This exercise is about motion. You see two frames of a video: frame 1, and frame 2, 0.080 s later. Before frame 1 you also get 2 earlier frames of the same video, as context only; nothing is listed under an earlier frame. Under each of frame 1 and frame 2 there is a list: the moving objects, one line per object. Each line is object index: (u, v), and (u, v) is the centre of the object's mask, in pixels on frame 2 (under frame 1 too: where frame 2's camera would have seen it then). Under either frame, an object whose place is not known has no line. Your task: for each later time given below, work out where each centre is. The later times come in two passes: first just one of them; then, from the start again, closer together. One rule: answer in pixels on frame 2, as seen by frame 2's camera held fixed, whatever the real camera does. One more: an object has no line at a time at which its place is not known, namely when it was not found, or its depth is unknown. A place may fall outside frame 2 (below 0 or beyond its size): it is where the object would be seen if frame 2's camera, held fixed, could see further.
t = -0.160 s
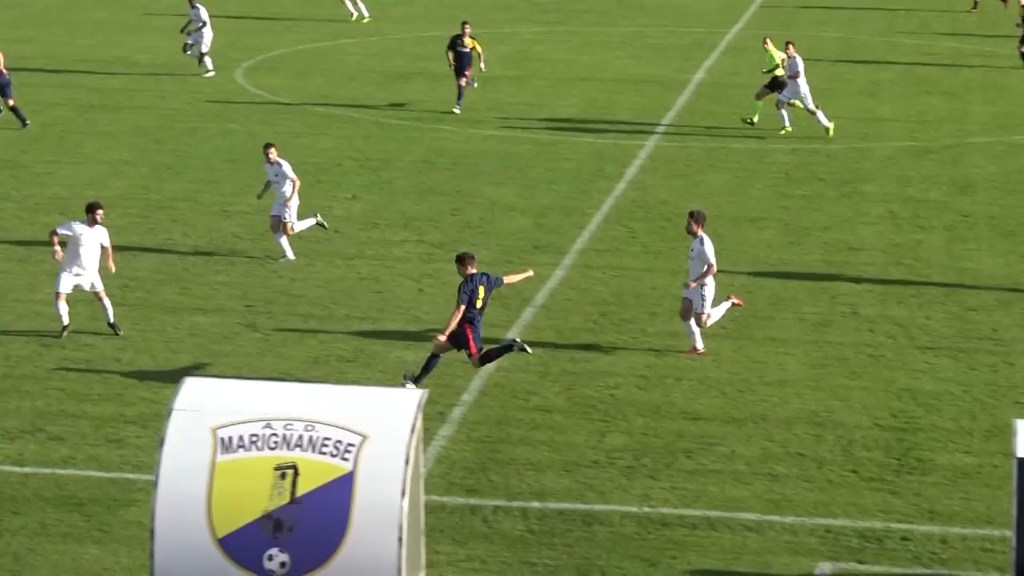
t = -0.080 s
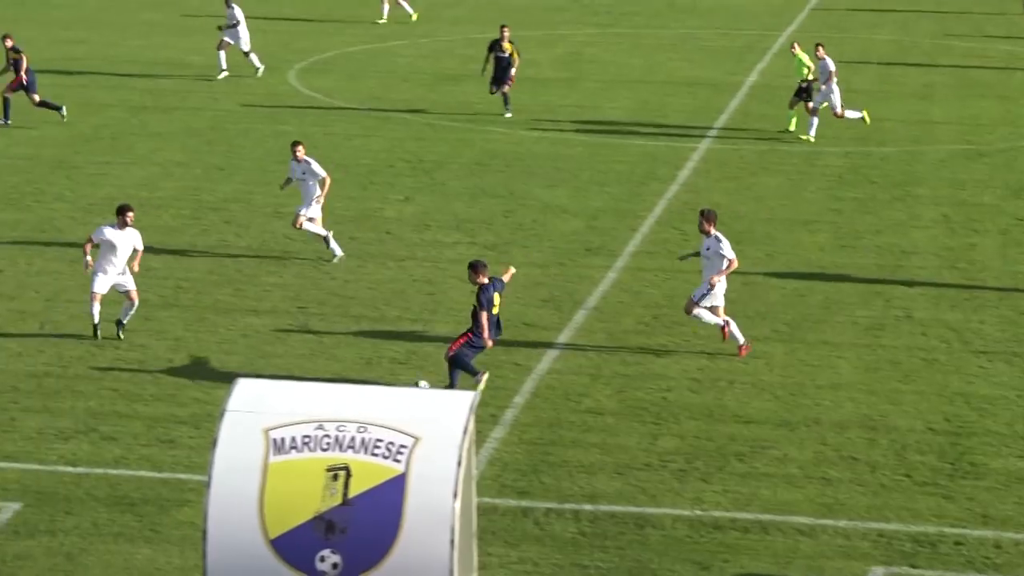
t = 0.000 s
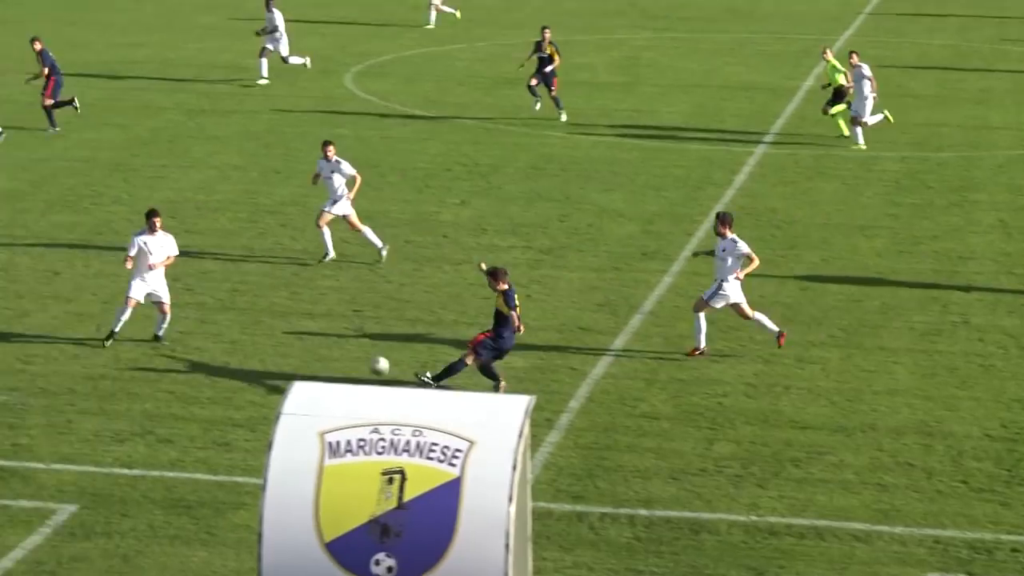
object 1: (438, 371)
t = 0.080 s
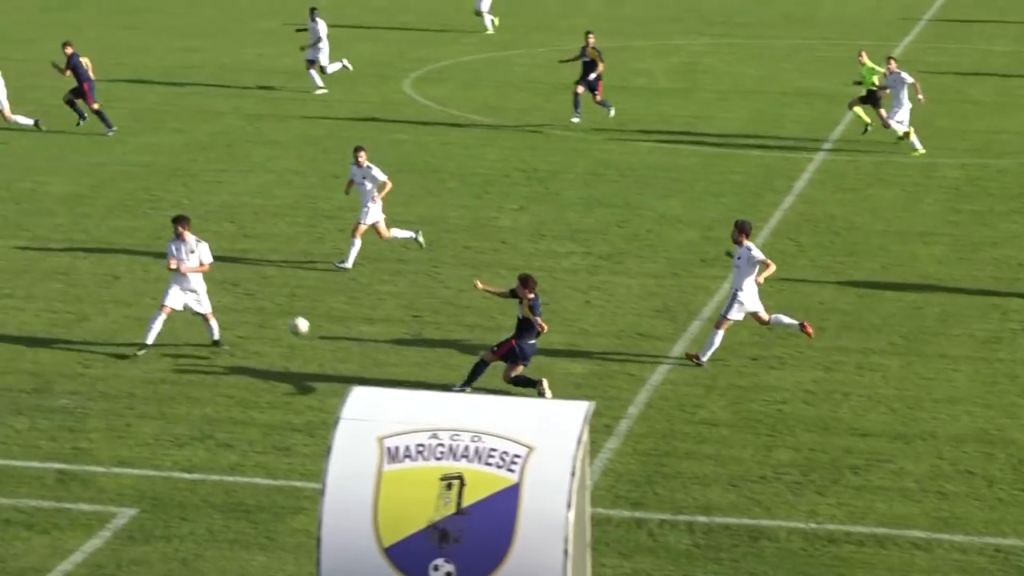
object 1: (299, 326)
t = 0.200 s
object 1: (117, 273)
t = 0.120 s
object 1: (235, 306)
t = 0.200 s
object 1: (117, 273)
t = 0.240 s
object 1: (60, 259)
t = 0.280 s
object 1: (6, 246)
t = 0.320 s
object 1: (-45, 234)
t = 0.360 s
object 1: (-93, 222)
